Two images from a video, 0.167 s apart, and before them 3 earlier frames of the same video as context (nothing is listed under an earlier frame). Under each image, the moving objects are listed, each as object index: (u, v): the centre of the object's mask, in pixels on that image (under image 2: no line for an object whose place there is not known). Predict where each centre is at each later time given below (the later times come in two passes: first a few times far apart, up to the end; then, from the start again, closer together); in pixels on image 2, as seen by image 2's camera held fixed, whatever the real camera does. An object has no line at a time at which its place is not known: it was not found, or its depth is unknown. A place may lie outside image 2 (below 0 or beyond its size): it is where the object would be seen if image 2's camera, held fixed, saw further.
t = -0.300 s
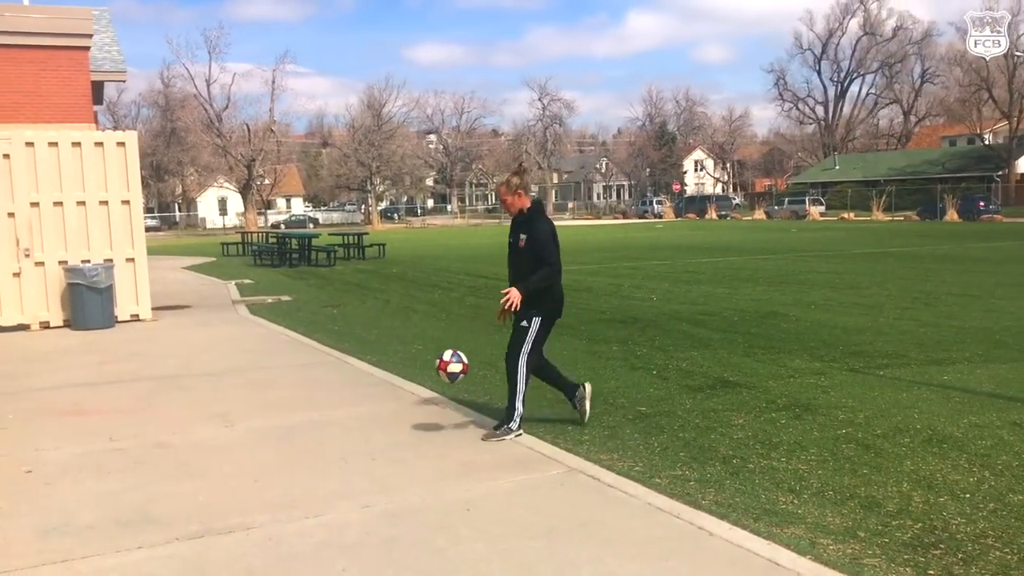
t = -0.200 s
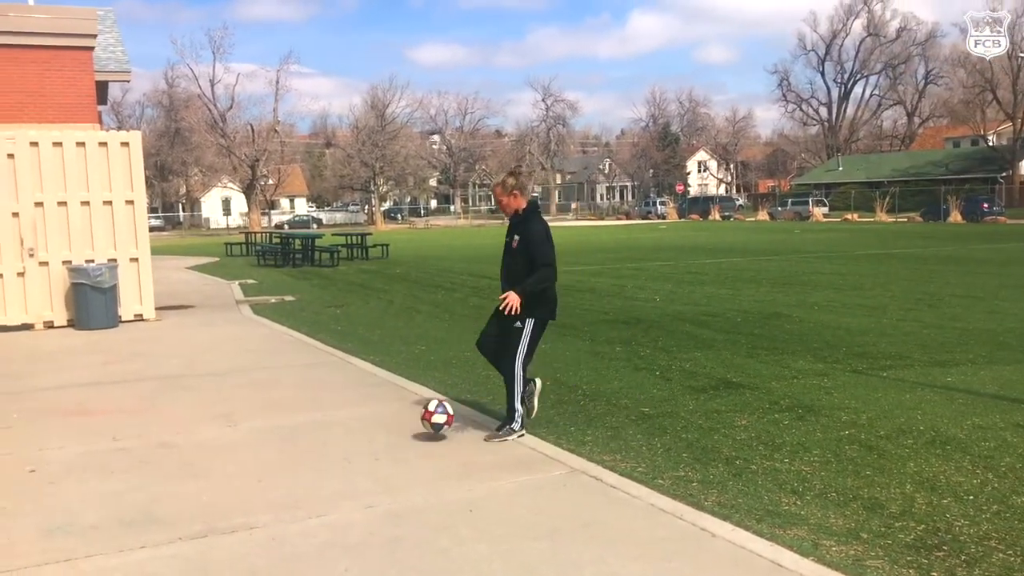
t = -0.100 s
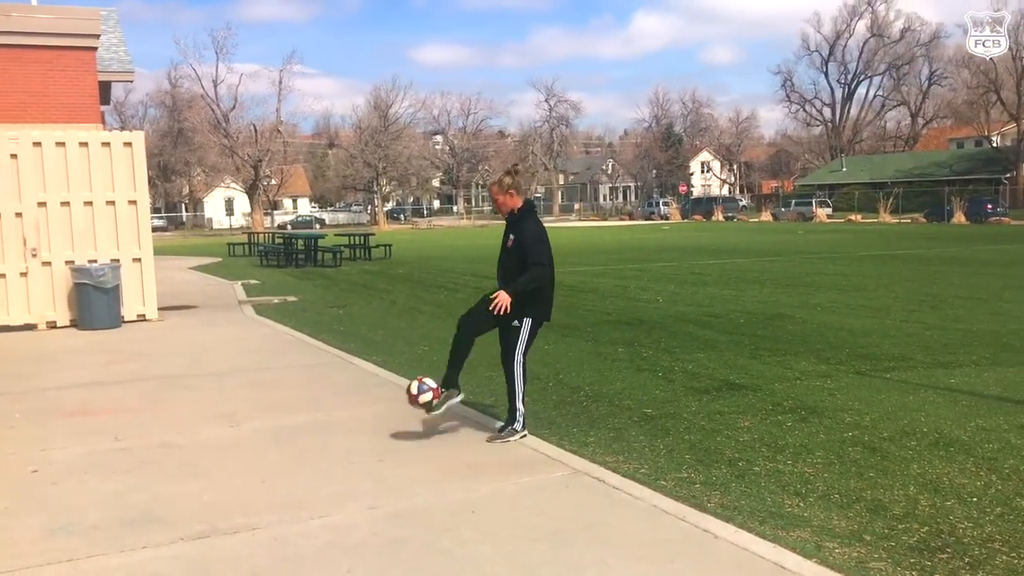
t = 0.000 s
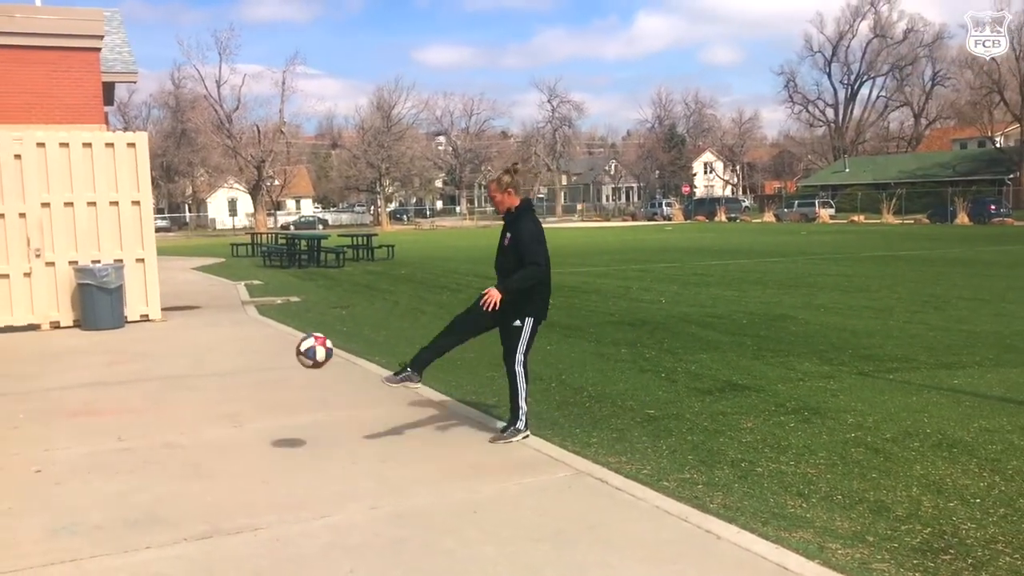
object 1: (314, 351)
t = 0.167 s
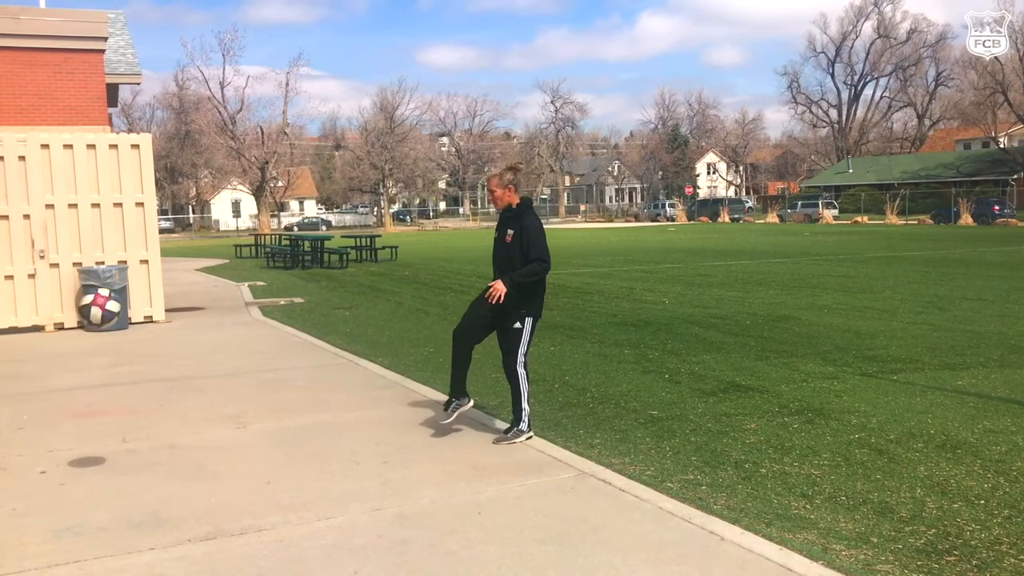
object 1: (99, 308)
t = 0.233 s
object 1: (10, 302)
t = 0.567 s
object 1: (116, 388)
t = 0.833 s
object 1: (349, 378)
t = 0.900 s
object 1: (387, 349)
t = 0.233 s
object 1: (10, 302)
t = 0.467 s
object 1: (4, 346)
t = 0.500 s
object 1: (32, 358)
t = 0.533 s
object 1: (75, 372)
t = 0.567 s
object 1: (116, 388)
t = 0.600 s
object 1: (156, 405)
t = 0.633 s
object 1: (195, 424)
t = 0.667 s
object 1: (232, 444)
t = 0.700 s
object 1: (267, 461)
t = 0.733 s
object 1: (288, 438)
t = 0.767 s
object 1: (308, 415)
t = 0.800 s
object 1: (328, 395)
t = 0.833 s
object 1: (349, 378)
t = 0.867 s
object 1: (368, 362)
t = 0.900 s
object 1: (387, 349)
